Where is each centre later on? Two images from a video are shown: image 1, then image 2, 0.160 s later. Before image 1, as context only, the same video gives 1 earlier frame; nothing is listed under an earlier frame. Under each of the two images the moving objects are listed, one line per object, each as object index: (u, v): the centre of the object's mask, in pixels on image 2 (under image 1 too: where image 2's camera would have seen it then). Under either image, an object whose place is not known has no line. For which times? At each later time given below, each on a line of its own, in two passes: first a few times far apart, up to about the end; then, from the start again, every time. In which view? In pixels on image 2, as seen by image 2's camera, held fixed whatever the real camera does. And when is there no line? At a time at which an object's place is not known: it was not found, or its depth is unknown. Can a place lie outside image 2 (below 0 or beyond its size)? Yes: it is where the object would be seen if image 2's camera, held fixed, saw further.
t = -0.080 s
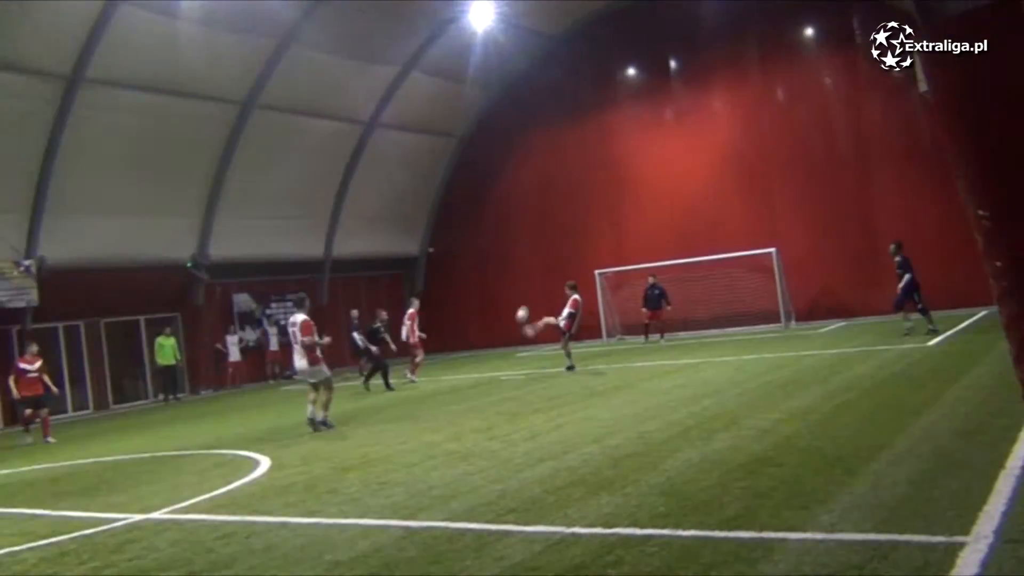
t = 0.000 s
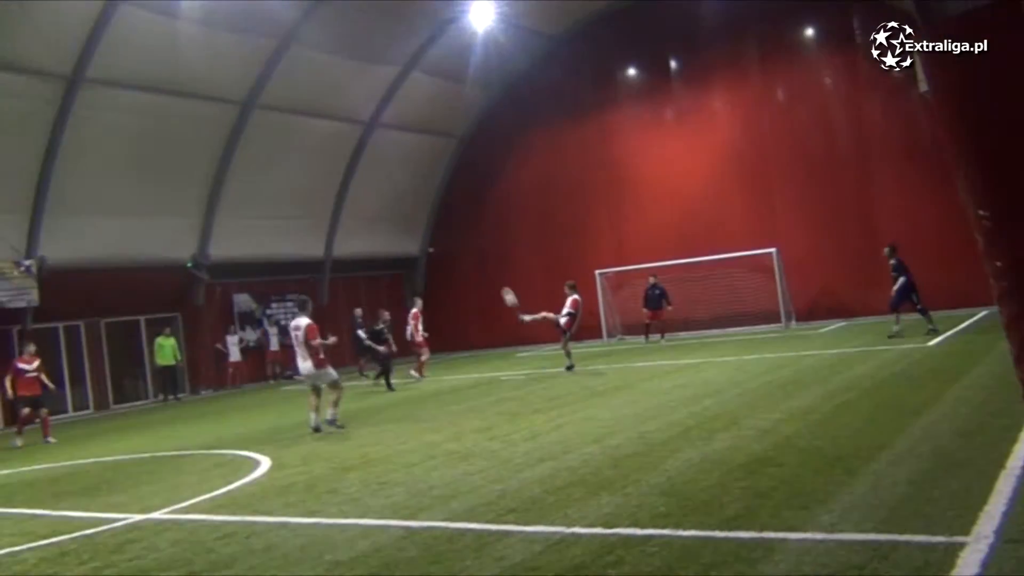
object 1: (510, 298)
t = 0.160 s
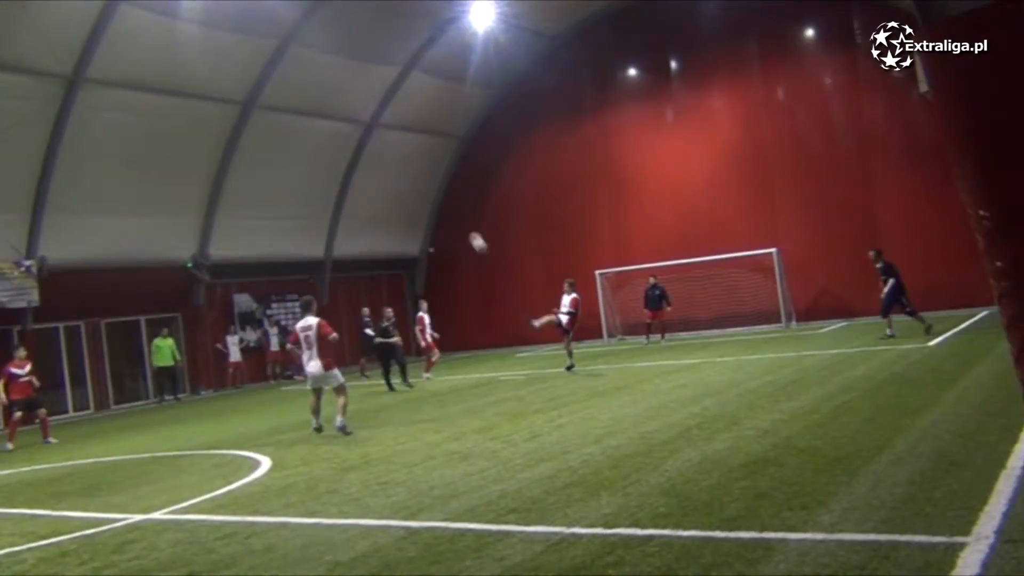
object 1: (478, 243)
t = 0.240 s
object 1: (460, 218)
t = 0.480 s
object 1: (402, 158)
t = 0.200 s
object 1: (469, 230)
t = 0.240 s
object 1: (460, 218)
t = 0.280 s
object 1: (451, 207)
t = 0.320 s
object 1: (442, 196)
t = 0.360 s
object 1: (432, 185)
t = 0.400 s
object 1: (423, 175)
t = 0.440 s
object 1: (412, 166)
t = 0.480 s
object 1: (402, 158)
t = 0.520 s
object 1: (391, 151)
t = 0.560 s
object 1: (380, 144)
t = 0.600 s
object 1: (369, 138)
